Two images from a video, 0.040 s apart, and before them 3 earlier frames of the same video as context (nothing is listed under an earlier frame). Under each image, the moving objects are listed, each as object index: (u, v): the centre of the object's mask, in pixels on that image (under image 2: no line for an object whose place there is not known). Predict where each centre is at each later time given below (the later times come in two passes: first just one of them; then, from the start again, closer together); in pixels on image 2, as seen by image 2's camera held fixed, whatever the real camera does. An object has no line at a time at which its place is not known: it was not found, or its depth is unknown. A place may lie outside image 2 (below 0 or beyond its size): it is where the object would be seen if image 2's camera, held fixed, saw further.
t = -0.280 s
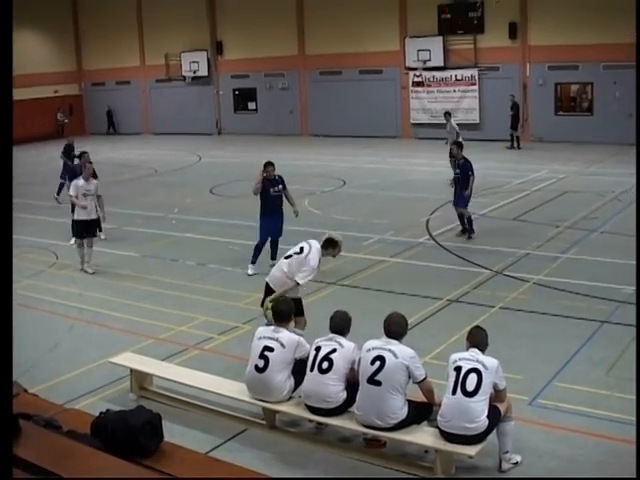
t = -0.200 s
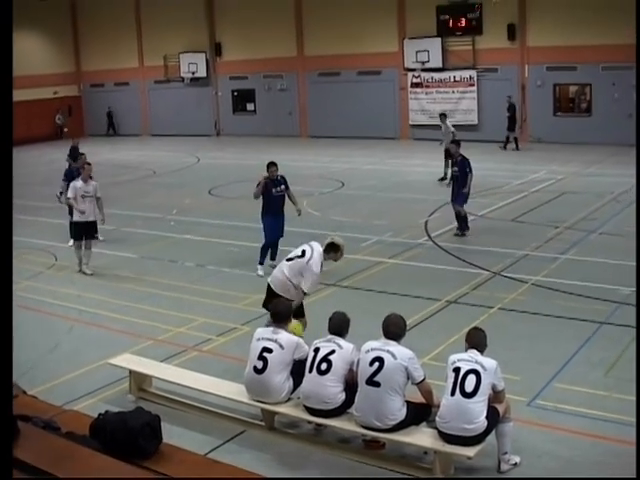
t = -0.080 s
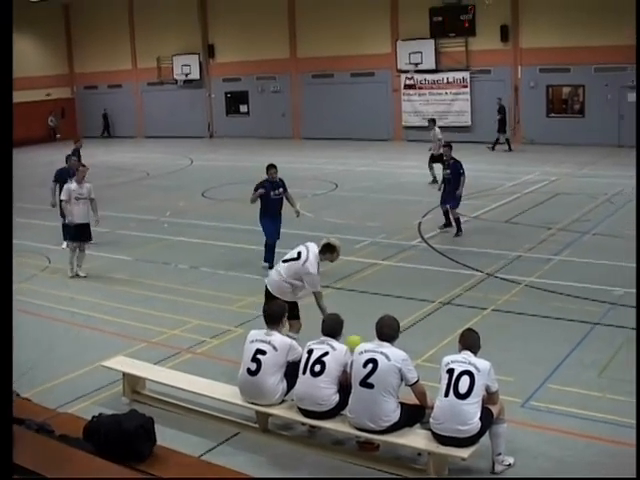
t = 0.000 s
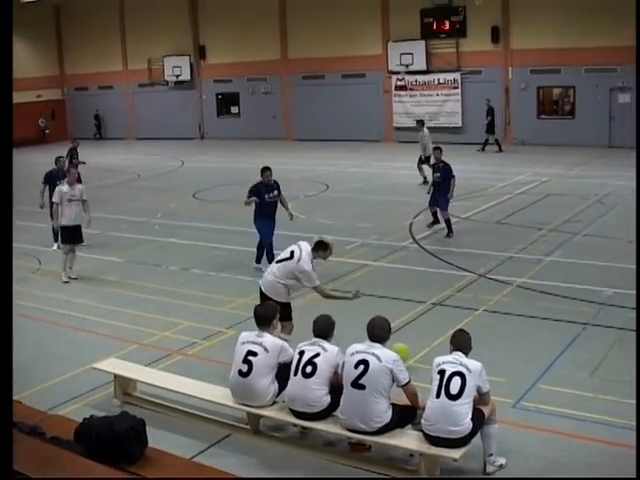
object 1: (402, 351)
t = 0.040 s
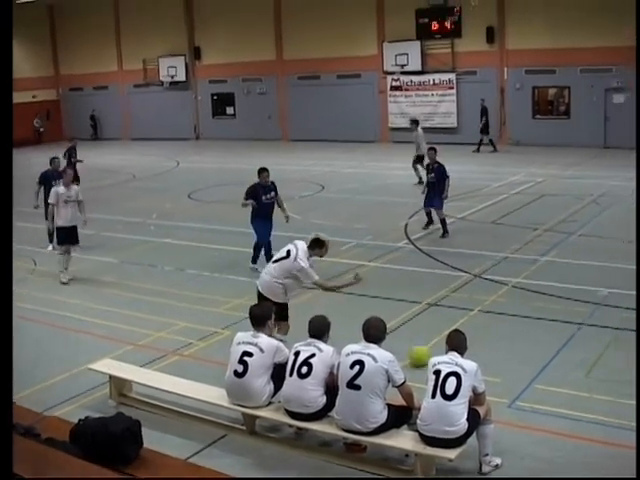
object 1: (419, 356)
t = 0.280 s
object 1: (530, 325)
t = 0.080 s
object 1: (438, 346)
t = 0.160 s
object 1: (477, 333)
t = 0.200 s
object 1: (495, 329)
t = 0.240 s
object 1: (513, 325)
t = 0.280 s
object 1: (530, 325)
